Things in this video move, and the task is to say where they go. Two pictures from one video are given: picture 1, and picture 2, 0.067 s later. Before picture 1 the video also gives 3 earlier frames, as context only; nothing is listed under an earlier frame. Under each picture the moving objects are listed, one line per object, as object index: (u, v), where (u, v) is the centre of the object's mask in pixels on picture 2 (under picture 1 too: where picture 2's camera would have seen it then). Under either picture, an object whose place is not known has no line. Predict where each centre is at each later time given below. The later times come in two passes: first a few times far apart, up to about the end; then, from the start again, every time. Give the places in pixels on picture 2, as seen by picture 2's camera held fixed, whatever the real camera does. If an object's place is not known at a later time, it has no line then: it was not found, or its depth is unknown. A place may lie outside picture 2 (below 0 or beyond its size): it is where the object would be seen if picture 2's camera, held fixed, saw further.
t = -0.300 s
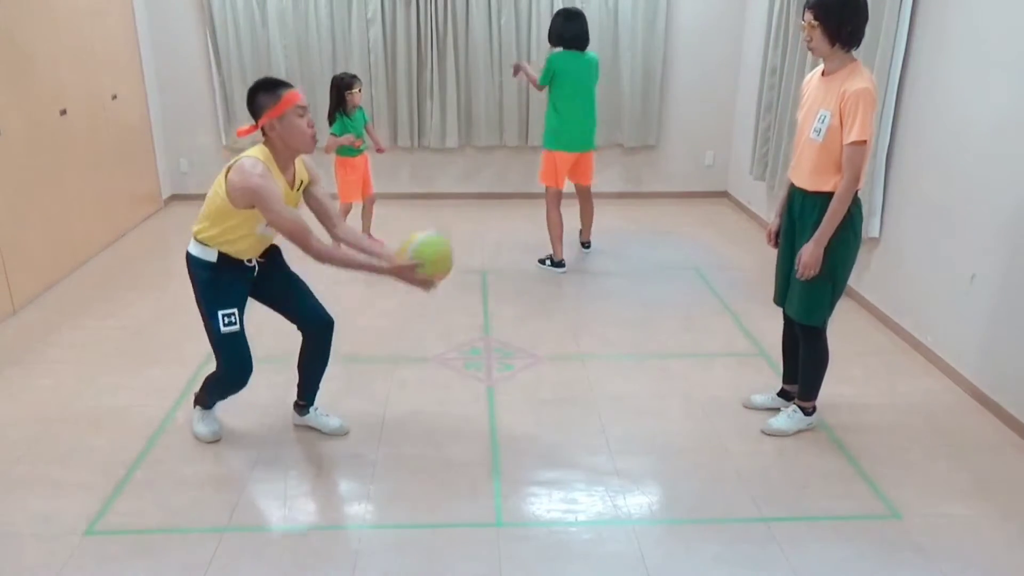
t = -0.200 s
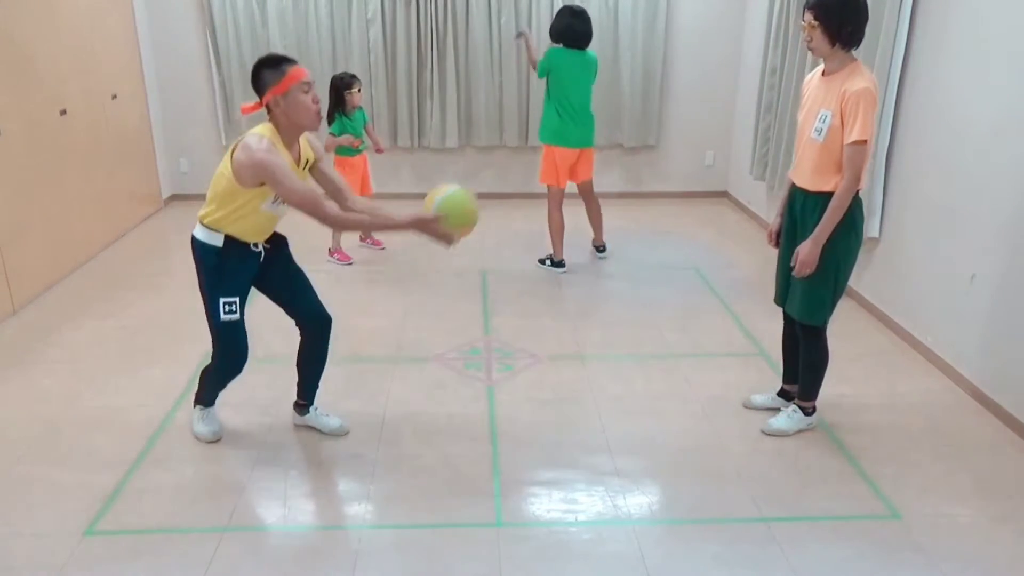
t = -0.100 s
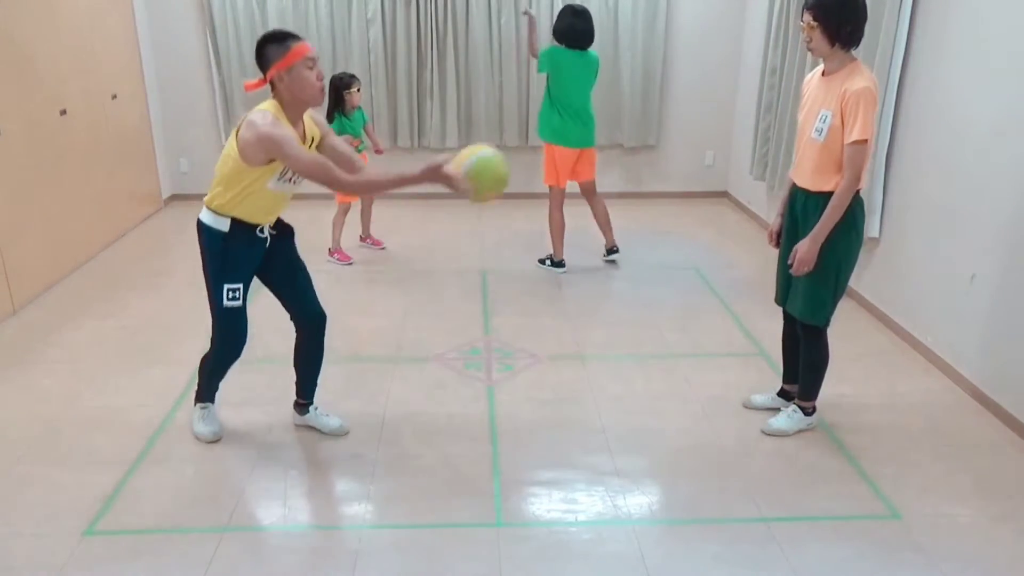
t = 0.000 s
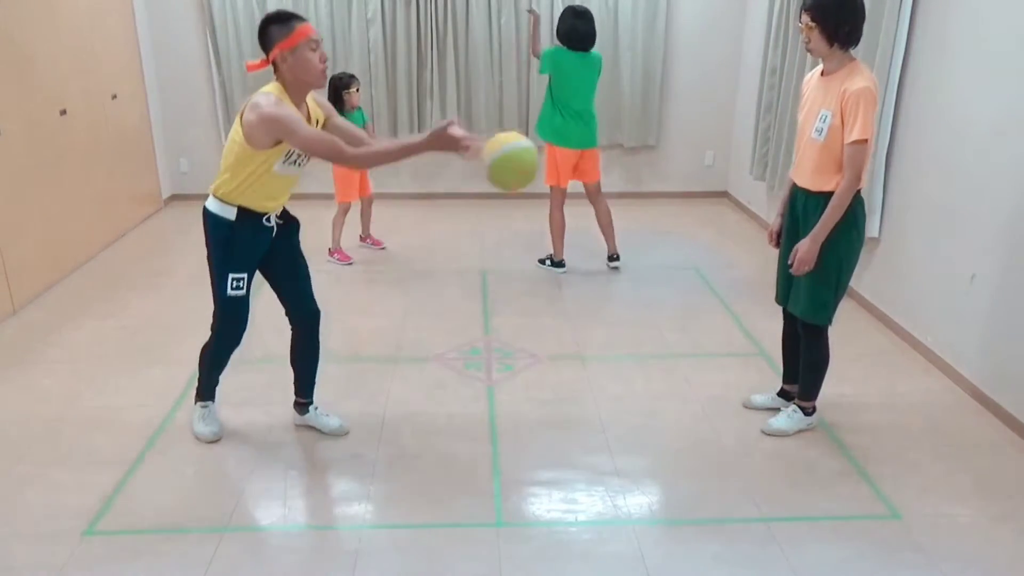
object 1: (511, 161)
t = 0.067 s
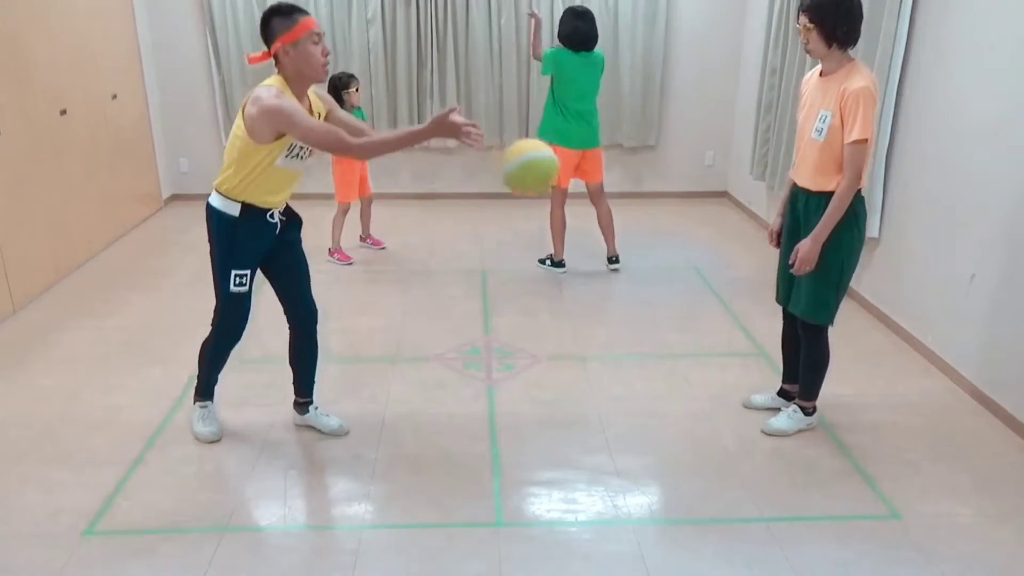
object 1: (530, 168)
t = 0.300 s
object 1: (592, 280)
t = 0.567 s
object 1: (648, 333)
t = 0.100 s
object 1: (540, 175)
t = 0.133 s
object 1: (550, 186)
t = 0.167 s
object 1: (559, 199)
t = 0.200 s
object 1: (567, 216)
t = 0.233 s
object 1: (577, 234)
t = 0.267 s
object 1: (585, 256)
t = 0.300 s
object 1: (592, 280)
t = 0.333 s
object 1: (602, 306)
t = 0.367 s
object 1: (609, 334)
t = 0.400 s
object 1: (616, 364)
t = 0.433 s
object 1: (623, 393)
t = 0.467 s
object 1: (629, 407)
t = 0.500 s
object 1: (635, 380)
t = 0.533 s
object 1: (643, 355)
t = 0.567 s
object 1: (648, 333)
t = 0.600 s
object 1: (655, 311)
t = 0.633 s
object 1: (661, 292)
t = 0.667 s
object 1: (667, 274)
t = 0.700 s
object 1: (674, 261)
